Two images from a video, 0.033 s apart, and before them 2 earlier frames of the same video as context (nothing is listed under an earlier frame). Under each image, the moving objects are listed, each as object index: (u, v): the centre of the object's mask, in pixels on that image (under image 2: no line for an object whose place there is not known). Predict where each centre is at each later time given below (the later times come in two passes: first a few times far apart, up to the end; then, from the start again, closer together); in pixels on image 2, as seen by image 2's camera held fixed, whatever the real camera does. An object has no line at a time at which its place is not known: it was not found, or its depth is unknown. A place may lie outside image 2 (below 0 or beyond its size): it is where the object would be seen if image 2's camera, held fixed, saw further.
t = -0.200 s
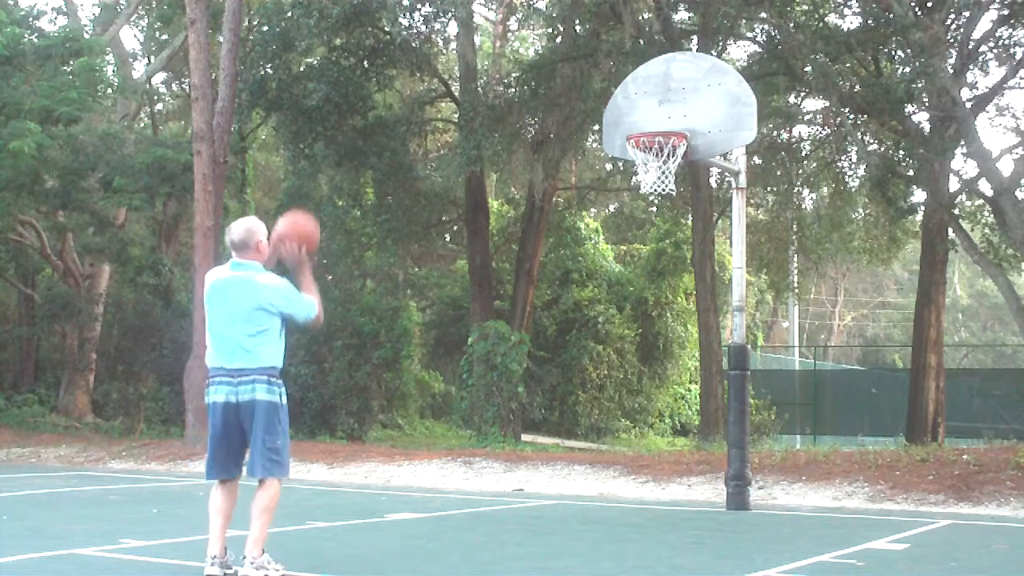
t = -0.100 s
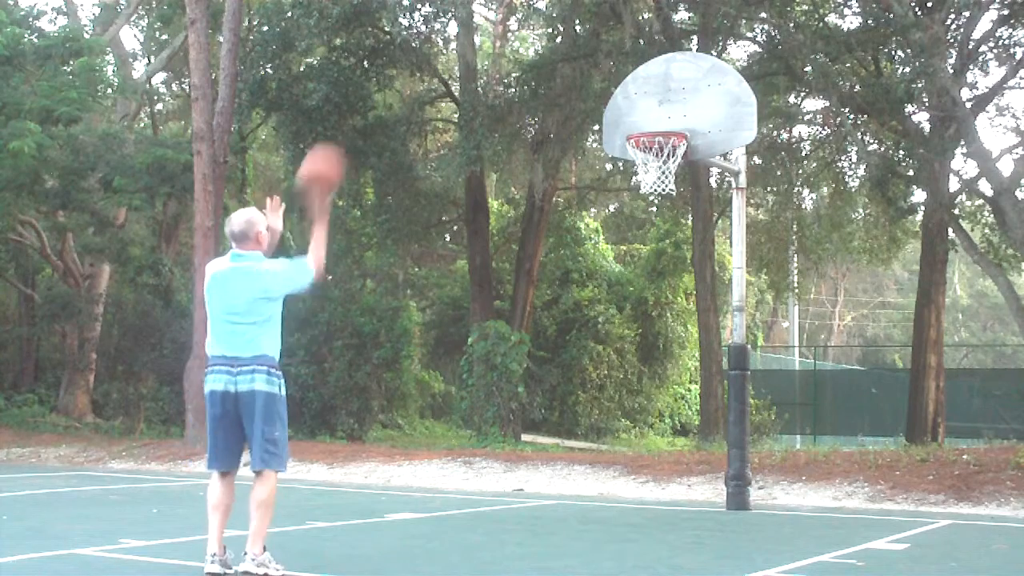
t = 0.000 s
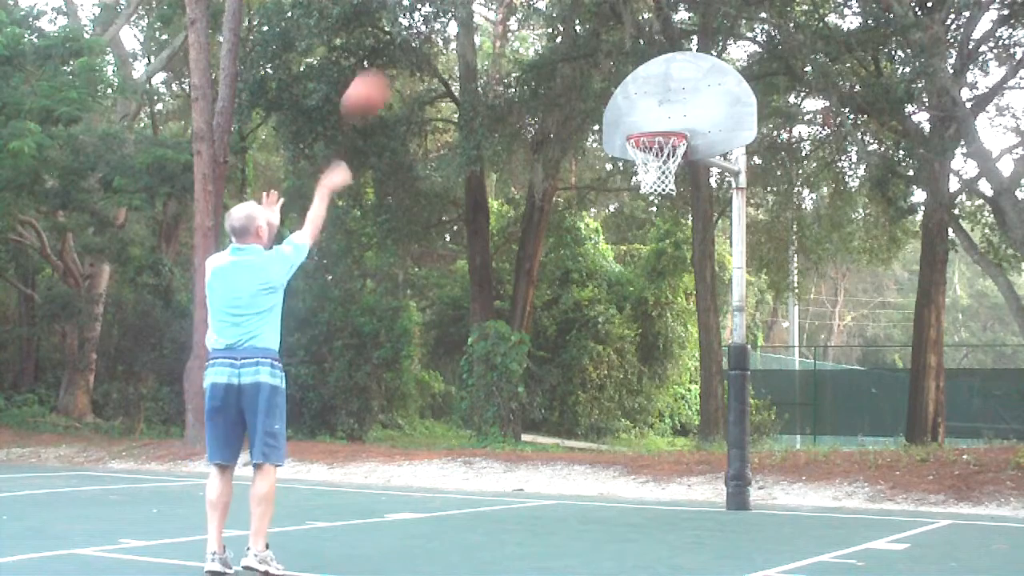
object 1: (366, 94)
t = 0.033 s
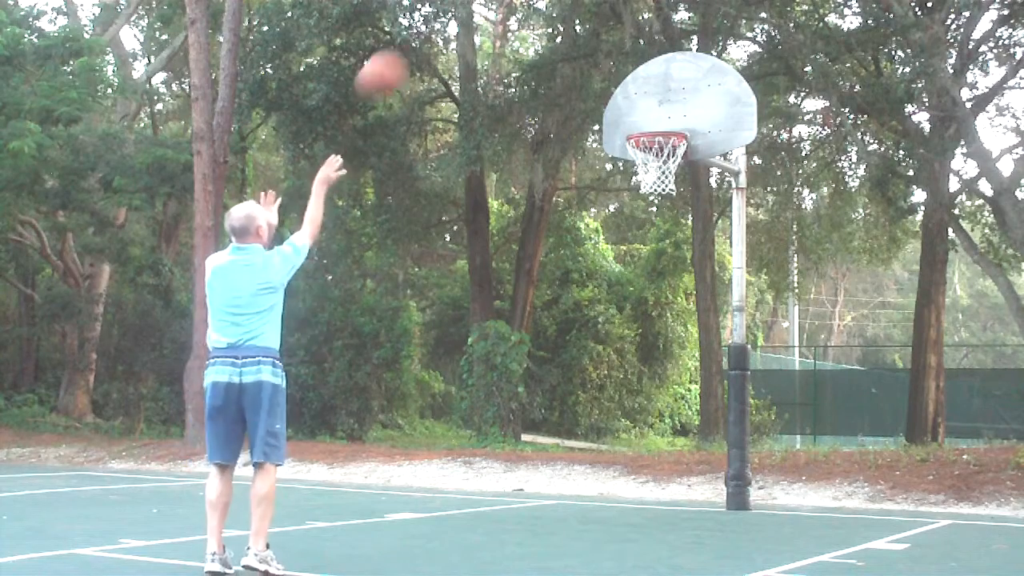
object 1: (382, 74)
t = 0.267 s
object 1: (471, 4)
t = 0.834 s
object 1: (629, 101)
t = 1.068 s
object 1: (676, 180)
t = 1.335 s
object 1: (702, 257)
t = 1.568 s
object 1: (726, 416)
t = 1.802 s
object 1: (734, 431)
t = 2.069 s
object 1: (727, 320)
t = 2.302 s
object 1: (721, 296)
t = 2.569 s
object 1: (714, 368)
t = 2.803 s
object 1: (705, 533)
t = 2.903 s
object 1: (703, 472)
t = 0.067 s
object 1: (396, 56)
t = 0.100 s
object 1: (408, 44)
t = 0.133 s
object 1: (422, 26)
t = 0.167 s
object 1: (437, 15)
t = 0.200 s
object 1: (448, 8)
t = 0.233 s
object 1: (456, 6)
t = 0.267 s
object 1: (471, 4)
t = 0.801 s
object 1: (621, 83)
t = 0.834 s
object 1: (629, 101)
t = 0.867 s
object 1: (636, 119)
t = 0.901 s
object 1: (646, 131)
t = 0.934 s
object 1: (653, 150)
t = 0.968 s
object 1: (667, 168)
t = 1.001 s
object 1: (671, 172)
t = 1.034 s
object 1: (673, 180)
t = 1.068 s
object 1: (676, 180)
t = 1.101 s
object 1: (680, 183)
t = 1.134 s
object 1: (683, 189)
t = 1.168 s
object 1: (686, 196)
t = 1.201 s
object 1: (689, 205)
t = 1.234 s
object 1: (692, 215)
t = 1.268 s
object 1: (695, 228)
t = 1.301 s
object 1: (699, 242)
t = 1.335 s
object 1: (702, 257)
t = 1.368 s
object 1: (705, 274)
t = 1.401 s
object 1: (708, 293)
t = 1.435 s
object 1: (712, 313)
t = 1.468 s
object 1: (714, 338)
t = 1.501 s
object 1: (718, 362)
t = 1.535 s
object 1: (722, 389)
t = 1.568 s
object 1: (726, 416)
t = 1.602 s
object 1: (729, 444)
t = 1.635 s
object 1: (733, 476)
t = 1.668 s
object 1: (737, 513)
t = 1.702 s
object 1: (737, 497)
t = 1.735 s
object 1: (735, 473)
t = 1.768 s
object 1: (733, 449)
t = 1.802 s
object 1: (734, 431)
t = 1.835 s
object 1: (733, 416)
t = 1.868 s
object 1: (732, 396)
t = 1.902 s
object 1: (731, 381)
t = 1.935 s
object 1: (731, 365)
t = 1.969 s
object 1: (731, 353)
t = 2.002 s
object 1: (729, 342)
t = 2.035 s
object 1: (728, 329)
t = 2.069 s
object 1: (727, 320)
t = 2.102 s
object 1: (726, 312)
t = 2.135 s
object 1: (725, 306)
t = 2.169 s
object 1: (724, 301)
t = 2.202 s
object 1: (723, 298)
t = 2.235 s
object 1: (722, 296)
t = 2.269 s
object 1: (722, 296)
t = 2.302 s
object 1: (721, 296)
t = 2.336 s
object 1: (720, 299)
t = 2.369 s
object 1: (718, 304)
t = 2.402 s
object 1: (717, 310)
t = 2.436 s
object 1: (716, 317)
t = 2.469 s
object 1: (716, 328)
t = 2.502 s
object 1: (714, 339)
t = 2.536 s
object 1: (714, 353)
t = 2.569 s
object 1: (714, 368)
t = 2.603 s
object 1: (712, 385)
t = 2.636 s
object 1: (712, 404)
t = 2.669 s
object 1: (710, 427)
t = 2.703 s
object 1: (709, 452)
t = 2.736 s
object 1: (708, 476)
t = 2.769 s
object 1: (706, 511)
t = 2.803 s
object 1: (705, 533)
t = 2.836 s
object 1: (705, 517)
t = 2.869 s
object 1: (704, 493)
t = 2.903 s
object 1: (703, 472)
